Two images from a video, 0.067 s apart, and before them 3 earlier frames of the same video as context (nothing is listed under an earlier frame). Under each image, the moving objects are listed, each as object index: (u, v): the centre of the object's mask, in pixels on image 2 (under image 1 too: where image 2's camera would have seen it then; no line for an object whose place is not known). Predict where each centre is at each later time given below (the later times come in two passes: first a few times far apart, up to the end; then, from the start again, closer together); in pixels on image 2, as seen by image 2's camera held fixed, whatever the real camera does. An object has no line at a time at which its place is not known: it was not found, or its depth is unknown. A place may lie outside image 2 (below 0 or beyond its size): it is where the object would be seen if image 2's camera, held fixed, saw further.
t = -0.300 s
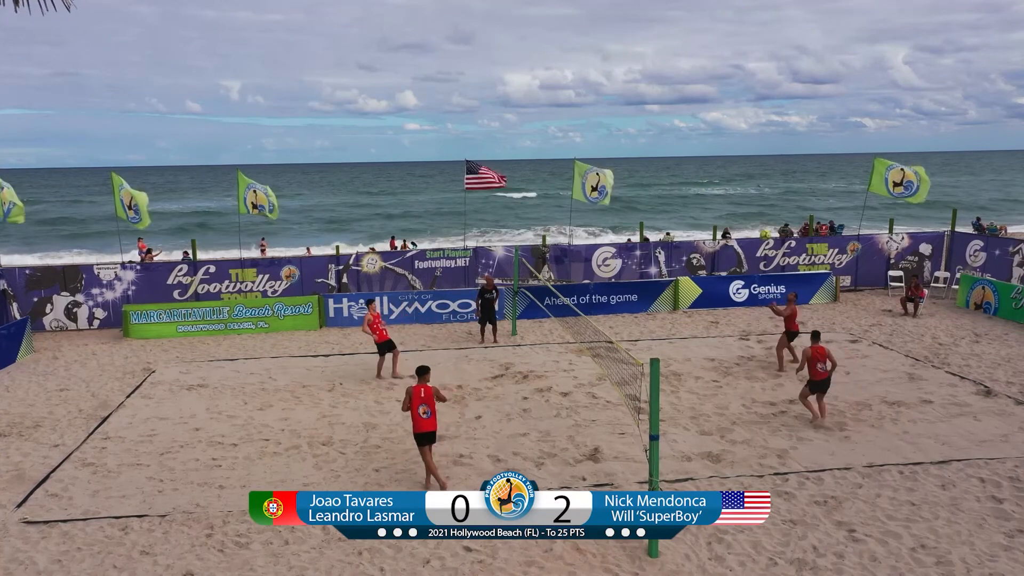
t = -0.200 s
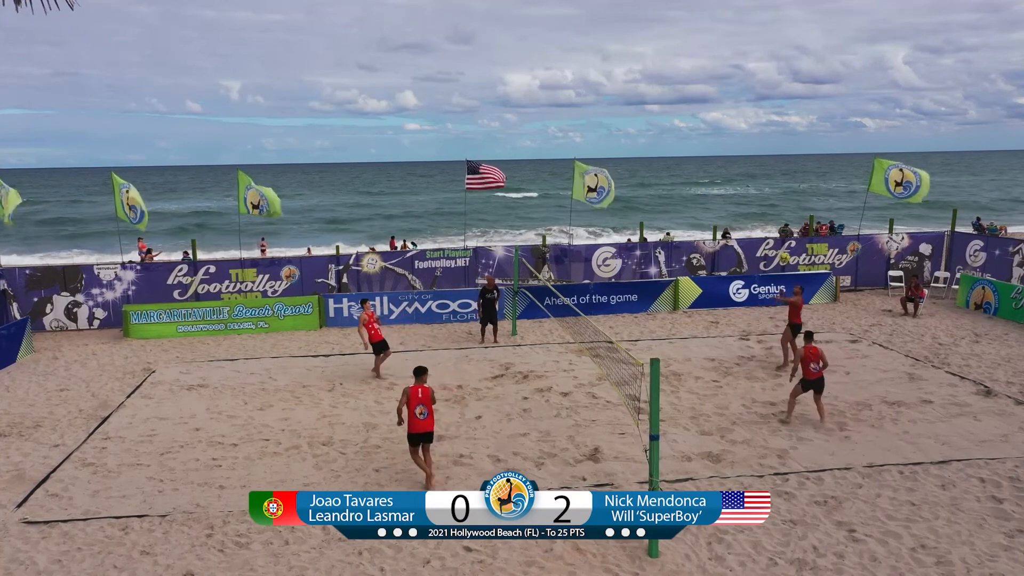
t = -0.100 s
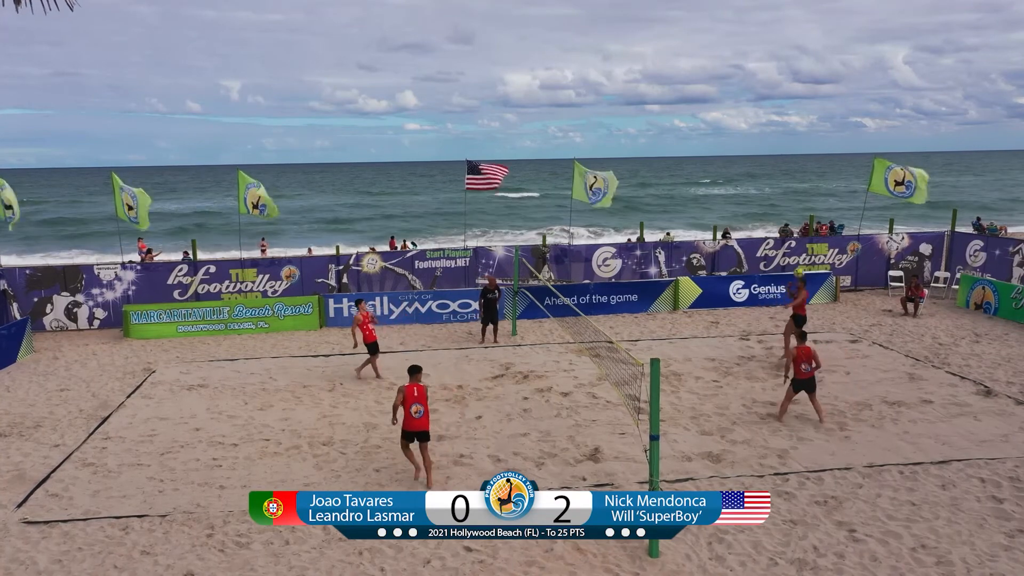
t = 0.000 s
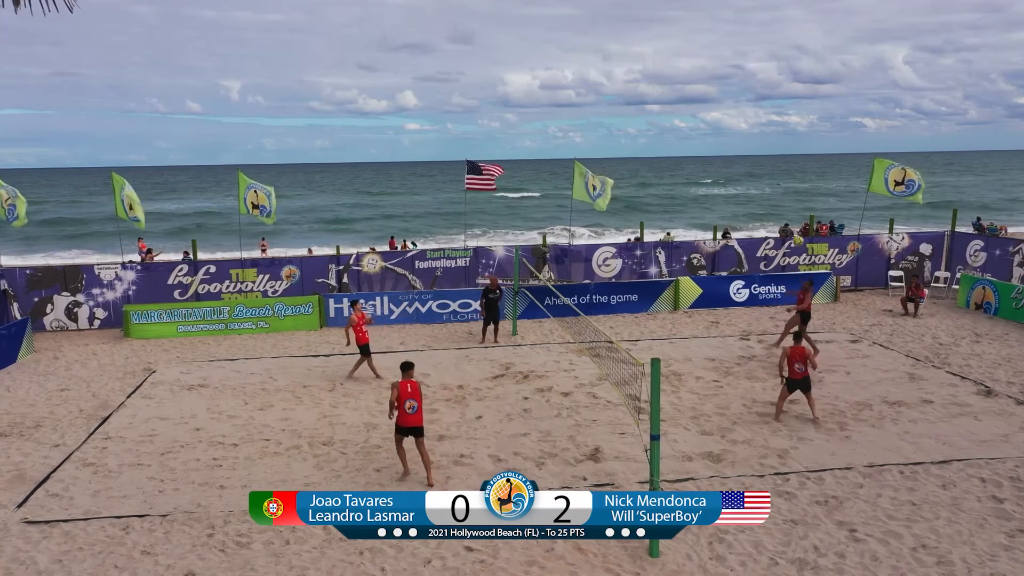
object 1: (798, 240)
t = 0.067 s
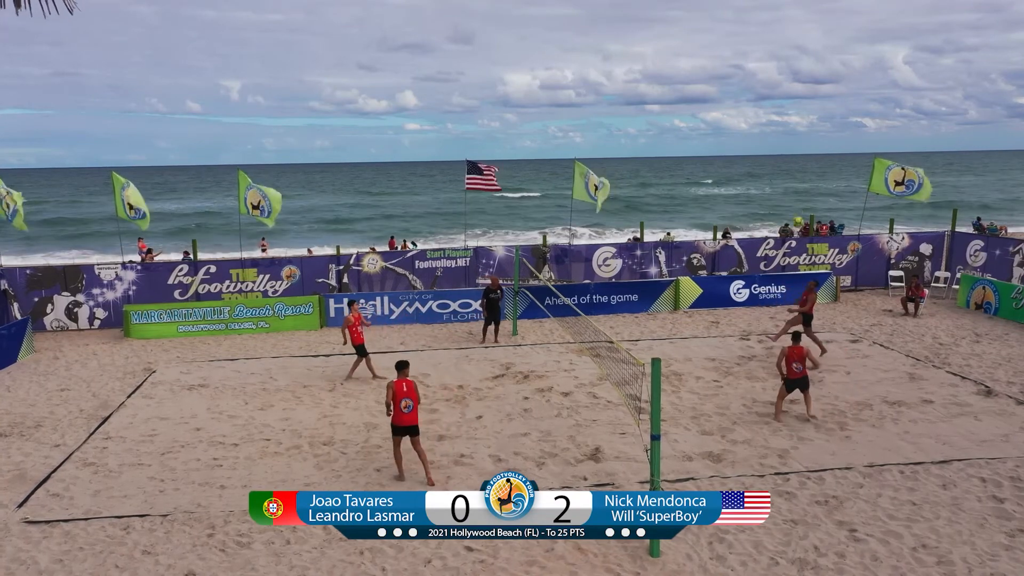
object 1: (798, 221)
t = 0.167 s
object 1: (797, 195)
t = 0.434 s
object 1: (795, 146)
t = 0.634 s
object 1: (795, 129)
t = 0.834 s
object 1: (792, 134)
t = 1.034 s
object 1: (791, 165)
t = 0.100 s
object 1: (798, 212)
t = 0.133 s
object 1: (797, 203)
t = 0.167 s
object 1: (797, 195)
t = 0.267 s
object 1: (797, 174)
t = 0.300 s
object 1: (797, 167)
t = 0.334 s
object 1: (797, 161)
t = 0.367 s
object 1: (796, 156)
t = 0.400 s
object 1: (795, 150)
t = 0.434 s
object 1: (795, 146)
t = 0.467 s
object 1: (795, 142)
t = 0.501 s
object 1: (795, 138)
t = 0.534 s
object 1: (795, 134)
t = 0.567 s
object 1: (795, 132)
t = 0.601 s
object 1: (795, 130)
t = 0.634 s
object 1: (795, 129)
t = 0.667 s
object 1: (794, 129)
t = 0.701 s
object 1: (794, 129)
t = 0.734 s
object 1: (794, 129)
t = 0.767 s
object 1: (793, 130)
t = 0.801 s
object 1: (793, 132)
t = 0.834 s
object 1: (792, 134)
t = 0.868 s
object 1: (792, 139)
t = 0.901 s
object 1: (792, 143)
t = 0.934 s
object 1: (791, 148)
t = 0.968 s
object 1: (791, 153)
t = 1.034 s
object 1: (791, 165)
